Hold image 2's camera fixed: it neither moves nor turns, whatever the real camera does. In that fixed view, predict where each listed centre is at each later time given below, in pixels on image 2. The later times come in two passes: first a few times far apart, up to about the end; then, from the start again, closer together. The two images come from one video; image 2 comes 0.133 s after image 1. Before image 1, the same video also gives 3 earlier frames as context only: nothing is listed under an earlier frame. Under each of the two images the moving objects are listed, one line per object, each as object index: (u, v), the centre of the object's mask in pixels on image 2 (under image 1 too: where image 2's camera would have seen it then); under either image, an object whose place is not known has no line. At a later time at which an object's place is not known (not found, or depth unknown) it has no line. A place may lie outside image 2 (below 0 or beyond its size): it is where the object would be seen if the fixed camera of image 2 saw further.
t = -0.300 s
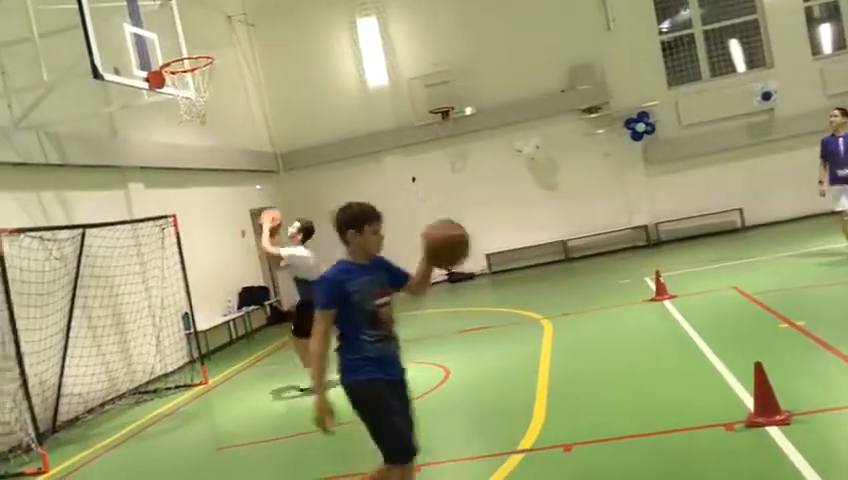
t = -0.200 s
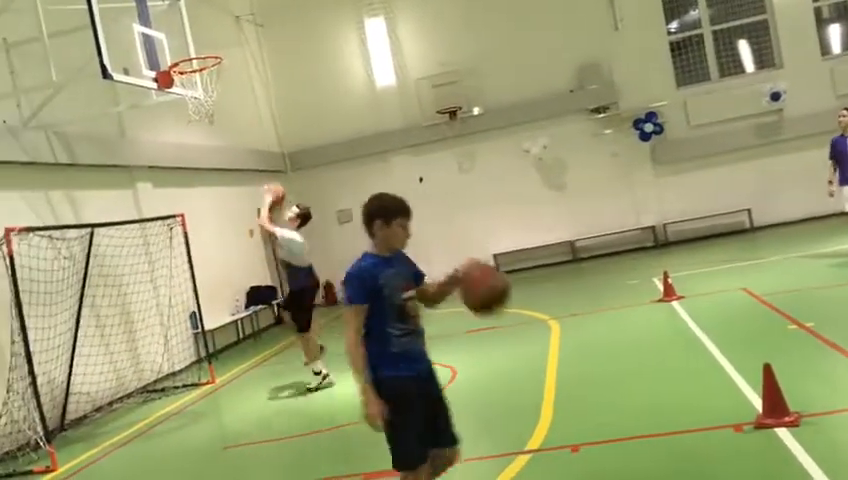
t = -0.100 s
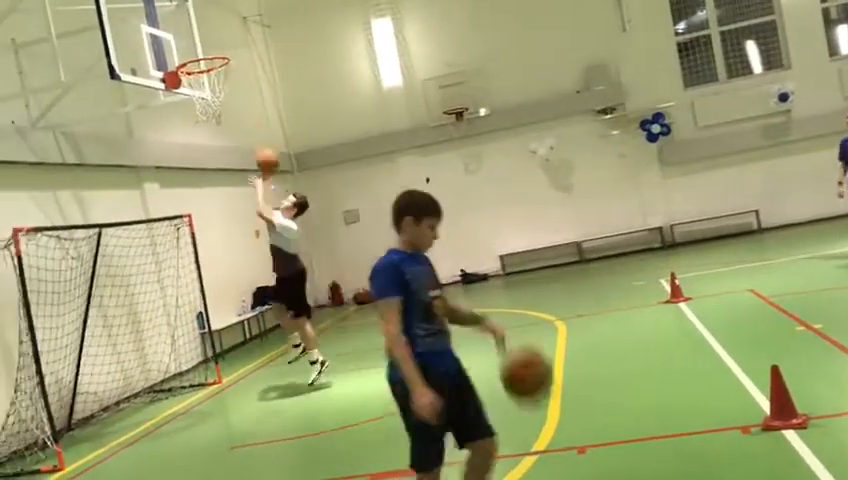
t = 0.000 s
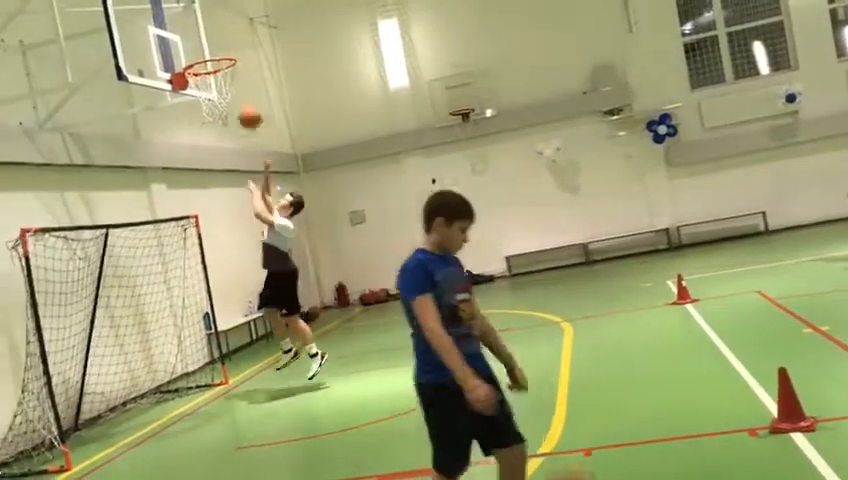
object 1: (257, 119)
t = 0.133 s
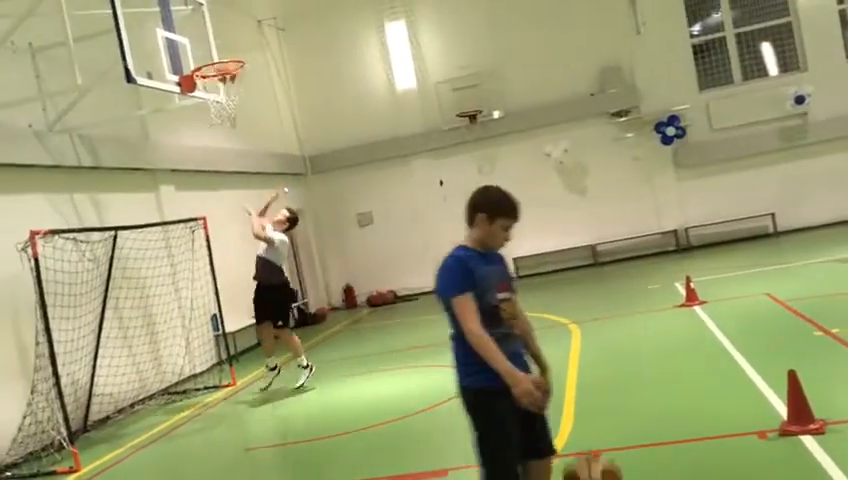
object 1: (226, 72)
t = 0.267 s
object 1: (201, 42)
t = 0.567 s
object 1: (223, 50)
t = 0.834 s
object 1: (210, 68)
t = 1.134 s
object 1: (239, 101)
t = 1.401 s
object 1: (239, 132)
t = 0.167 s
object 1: (218, 62)
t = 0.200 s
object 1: (211, 55)
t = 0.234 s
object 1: (204, 48)
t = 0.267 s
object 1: (201, 42)
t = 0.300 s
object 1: (202, 39)
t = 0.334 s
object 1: (204, 36)
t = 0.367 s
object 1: (205, 35)
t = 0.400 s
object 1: (208, 35)
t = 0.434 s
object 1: (211, 35)
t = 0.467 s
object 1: (213, 37)
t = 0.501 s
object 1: (216, 40)
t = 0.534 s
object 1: (219, 44)
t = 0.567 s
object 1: (223, 50)
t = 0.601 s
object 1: (227, 57)
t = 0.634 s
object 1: (225, 58)
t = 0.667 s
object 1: (222, 56)
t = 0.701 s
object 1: (219, 57)
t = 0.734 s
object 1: (216, 58)
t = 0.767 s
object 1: (213, 62)
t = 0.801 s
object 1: (210, 65)
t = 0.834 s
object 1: (210, 68)
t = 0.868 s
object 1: (214, 73)
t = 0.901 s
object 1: (217, 75)
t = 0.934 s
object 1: (221, 79)
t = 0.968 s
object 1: (225, 82)
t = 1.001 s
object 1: (229, 88)
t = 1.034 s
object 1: (234, 92)
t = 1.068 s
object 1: (236, 96)
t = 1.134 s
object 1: (239, 101)
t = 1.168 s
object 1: (240, 102)
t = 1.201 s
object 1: (240, 103)
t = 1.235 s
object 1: (239, 104)
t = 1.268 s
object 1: (240, 109)
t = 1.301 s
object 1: (241, 114)
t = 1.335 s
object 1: (240, 119)
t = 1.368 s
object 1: (240, 125)
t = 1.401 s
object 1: (239, 132)
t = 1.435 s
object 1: (240, 141)
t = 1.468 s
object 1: (241, 152)
